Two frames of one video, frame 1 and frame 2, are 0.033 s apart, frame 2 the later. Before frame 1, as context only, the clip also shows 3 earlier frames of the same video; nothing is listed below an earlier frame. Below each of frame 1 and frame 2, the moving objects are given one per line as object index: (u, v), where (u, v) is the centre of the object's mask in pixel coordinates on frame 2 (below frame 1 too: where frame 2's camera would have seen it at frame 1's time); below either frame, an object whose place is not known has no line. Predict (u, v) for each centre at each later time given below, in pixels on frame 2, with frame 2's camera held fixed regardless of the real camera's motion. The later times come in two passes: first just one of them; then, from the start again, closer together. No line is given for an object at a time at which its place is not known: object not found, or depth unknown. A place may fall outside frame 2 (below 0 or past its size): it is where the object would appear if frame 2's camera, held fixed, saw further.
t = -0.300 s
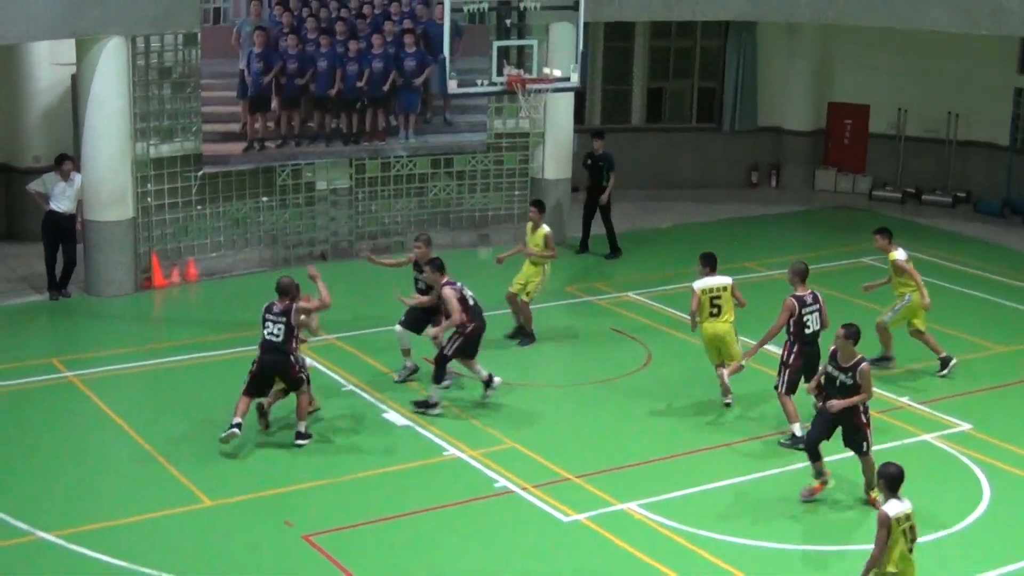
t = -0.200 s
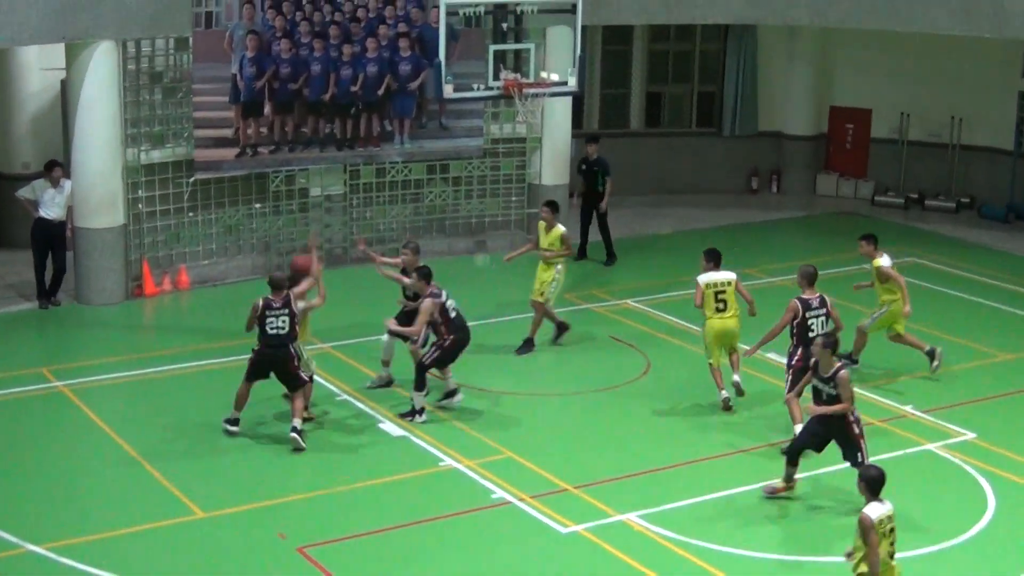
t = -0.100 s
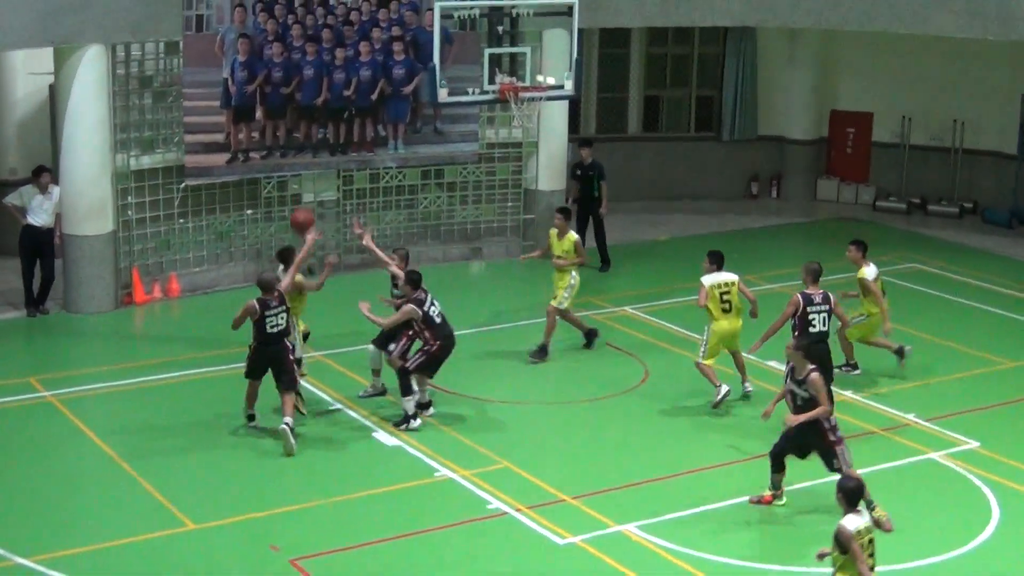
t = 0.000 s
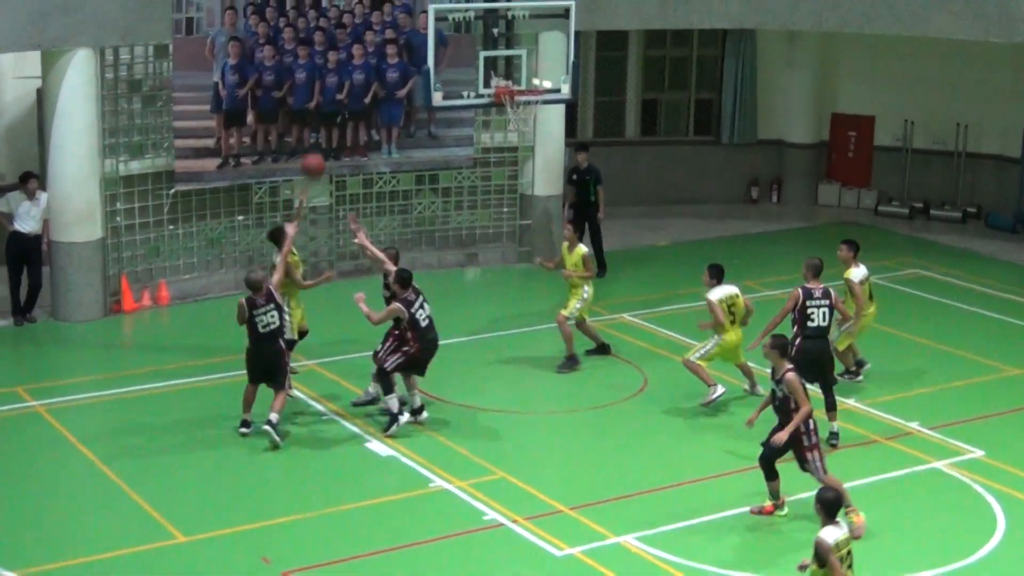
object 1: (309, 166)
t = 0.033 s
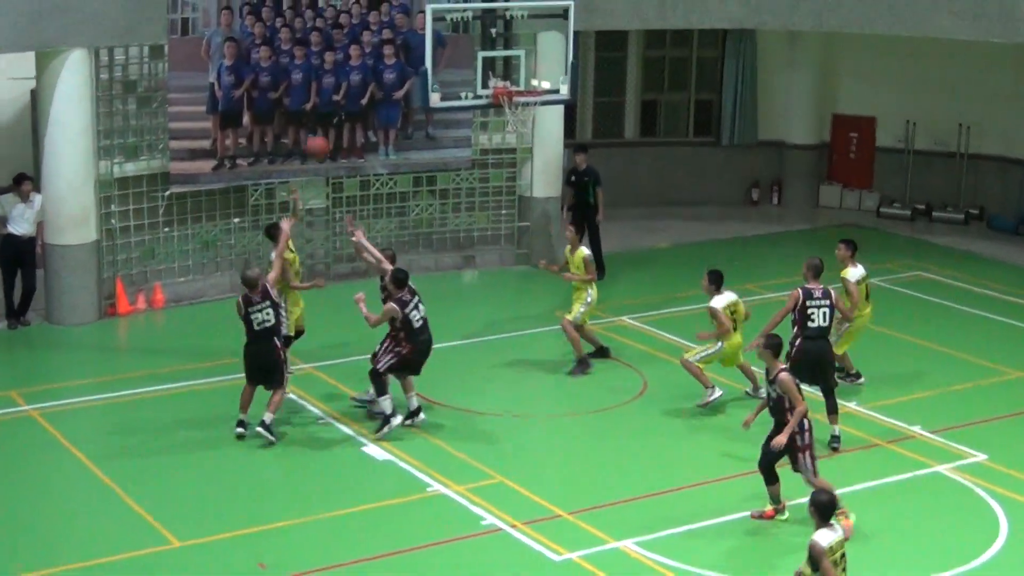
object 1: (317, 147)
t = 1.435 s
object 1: (527, 142)
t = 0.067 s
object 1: (324, 130)
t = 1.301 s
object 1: (518, 101)
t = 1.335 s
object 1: (520, 111)
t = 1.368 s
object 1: (522, 119)
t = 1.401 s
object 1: (524, 130)
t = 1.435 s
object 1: (527, 142)
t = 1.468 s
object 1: (529, 154)
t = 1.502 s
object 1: (532, 169)
